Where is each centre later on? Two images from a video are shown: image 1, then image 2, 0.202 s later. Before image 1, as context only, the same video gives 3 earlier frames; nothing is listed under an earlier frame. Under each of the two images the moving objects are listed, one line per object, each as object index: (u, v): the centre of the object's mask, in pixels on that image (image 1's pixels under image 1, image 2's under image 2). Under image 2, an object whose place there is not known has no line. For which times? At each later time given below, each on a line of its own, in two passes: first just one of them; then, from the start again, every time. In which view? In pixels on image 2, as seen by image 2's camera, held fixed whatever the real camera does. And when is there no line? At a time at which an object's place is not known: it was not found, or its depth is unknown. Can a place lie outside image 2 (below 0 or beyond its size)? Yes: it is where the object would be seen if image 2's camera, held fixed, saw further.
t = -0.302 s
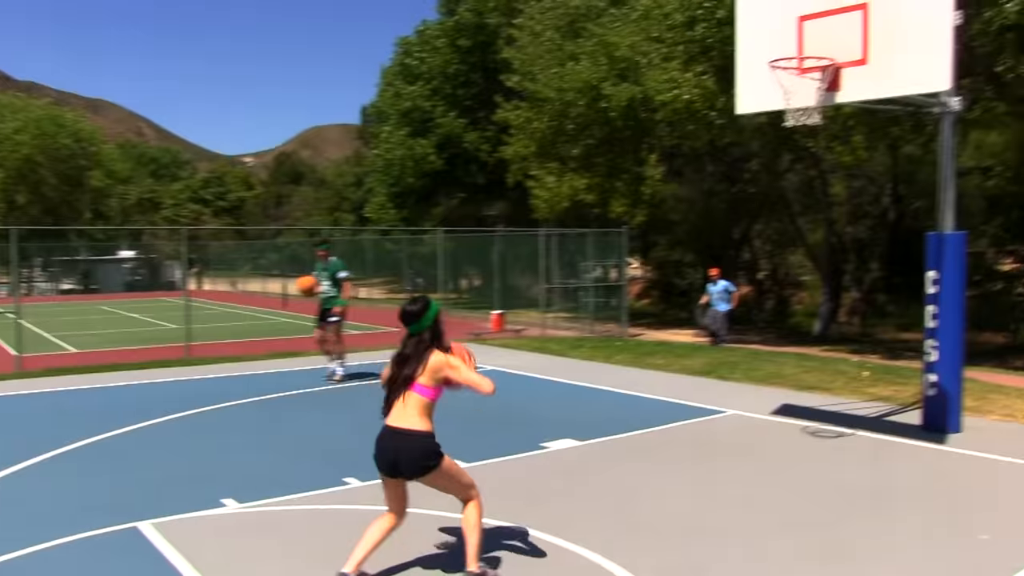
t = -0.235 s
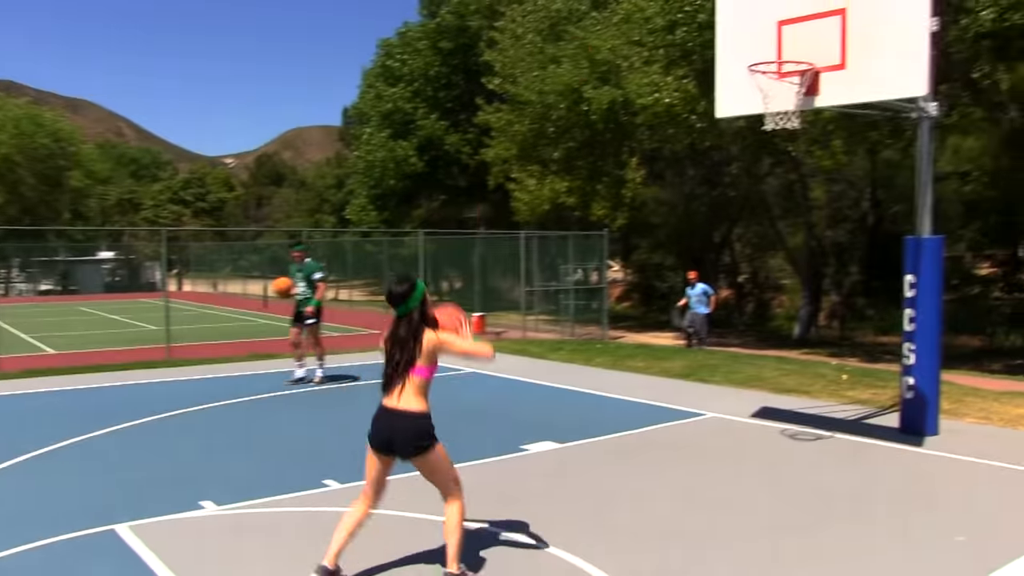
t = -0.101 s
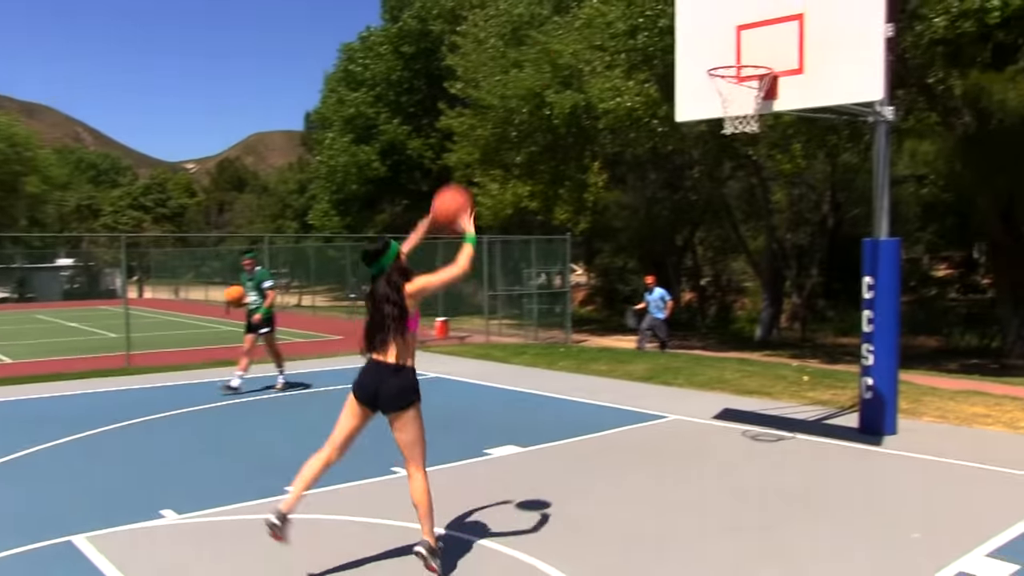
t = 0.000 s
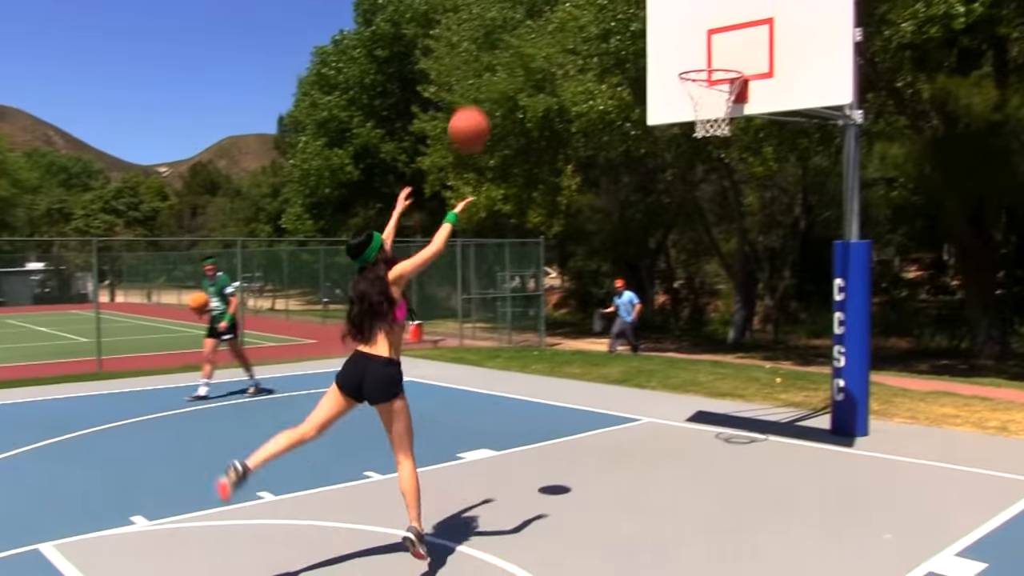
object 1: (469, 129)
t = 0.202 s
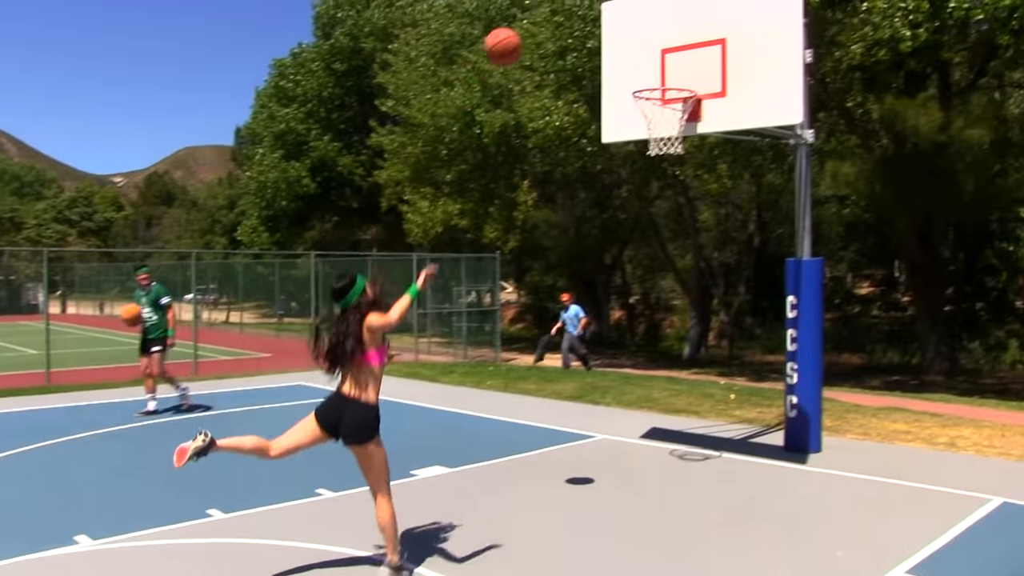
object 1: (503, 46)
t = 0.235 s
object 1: (515, 38)
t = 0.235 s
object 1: (515, 38)
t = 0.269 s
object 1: (526, 31)
